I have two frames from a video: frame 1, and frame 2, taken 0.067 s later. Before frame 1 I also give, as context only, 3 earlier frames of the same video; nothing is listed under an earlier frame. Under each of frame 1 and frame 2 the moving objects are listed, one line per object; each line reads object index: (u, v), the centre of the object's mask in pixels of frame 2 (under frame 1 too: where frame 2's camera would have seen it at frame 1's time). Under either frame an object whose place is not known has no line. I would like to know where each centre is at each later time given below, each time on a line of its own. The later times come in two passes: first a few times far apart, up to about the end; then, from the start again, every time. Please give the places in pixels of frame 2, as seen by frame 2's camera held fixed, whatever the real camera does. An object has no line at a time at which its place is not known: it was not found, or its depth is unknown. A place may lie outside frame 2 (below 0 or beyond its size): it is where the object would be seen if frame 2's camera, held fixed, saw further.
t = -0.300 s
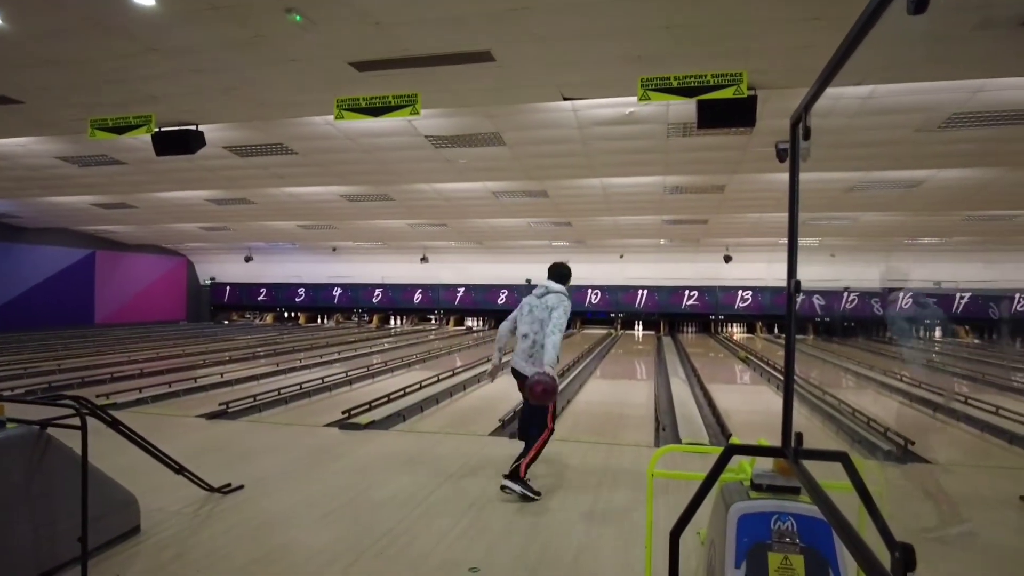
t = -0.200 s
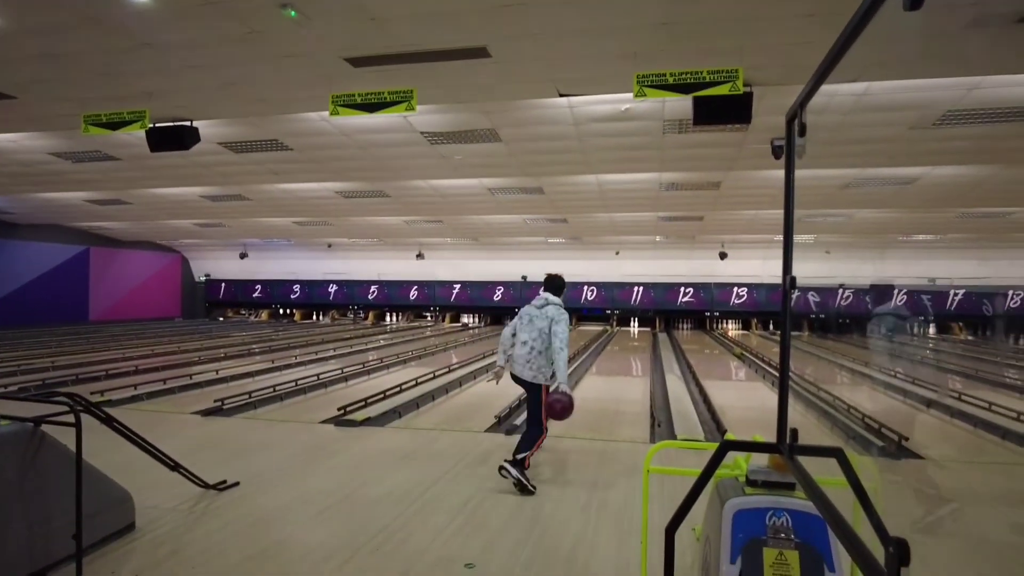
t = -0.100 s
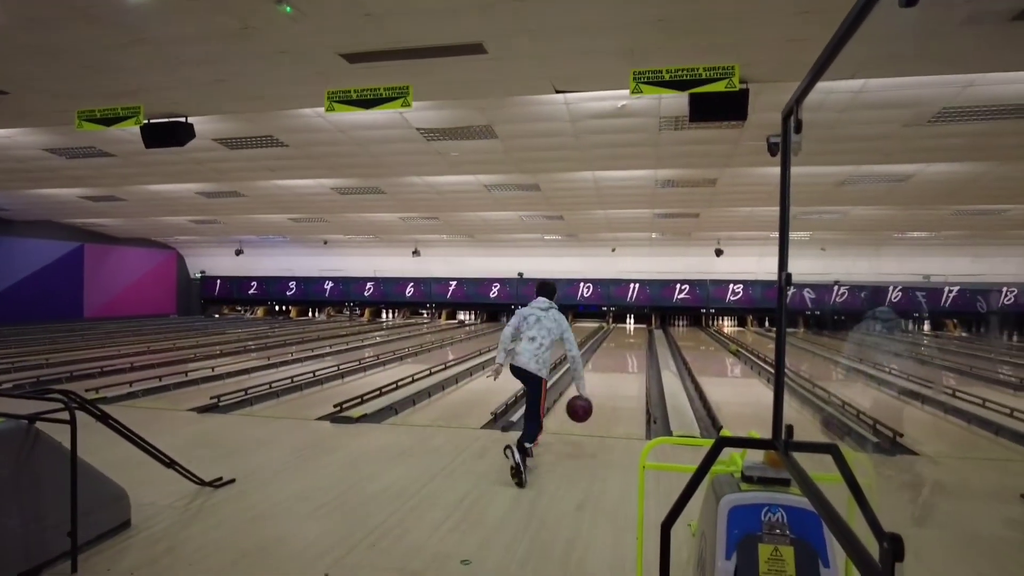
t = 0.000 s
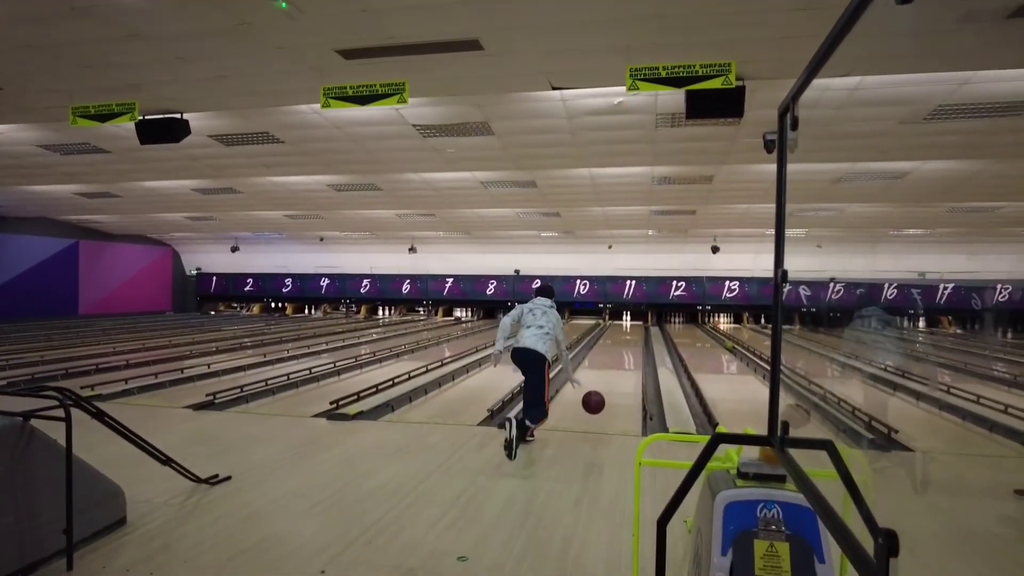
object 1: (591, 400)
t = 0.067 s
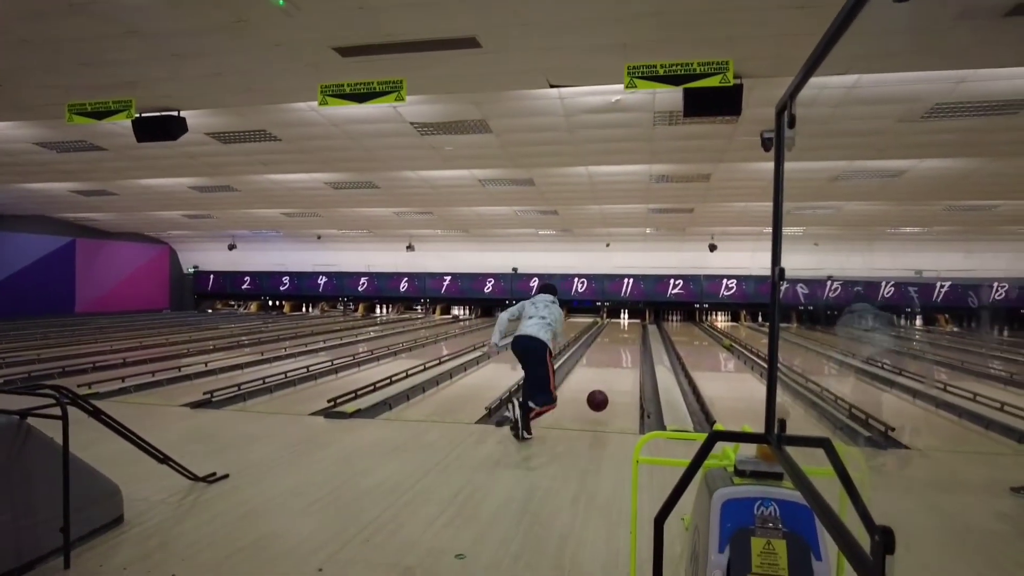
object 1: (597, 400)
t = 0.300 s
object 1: (612, 384)
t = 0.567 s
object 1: (622, 364)
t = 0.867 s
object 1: (629, 349)
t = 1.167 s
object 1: (632, 339)
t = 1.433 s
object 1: (628, 333)
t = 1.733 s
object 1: (624, 327)
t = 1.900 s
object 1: (622, 324)
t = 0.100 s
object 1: (600, 402)
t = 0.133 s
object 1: (602, 402)
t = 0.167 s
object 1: (605, 396)
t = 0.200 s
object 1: (607, 391)
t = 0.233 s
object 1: (609, 388)
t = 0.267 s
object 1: (610, 386)
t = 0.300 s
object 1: (612, 384)
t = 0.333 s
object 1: (614, 381)
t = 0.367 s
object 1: (615, 378)
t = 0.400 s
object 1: (616, 375)
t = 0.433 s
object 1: (618, 373)
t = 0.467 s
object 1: (619, 370)
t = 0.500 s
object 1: (620, 368)
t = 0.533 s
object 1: (621, 366)
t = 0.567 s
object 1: (622, 364)
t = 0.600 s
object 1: (623, 362)
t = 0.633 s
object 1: (624, 360)
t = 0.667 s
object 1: (625, 358)
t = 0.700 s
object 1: (625, 357)
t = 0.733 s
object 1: (626, 355)
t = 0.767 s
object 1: (627, 354)
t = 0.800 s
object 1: (628, 352)
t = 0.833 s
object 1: (628, 351)
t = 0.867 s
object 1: (629, 349)
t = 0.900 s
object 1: (629, 348)
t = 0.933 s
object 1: (630, 347)
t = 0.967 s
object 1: (630, 345)
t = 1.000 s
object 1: (631, 344)
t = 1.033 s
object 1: (631, 343)
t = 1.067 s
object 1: (632, 342)
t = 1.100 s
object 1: (632, 341)
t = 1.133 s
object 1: (632, 340)
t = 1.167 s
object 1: (632, 339)
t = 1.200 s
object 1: (631, 338)
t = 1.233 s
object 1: (631, 337)
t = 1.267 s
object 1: (630, 336)
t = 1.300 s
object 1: (630, 336)
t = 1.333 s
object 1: (629, 335)
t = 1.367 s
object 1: (628, 334)
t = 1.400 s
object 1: (628, 334)
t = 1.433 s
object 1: (628, 333)
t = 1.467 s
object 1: (628, 332)
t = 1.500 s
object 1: (627, 331)
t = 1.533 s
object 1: (627, 331)
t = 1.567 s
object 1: (626, 330)
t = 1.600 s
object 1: (626, 329)
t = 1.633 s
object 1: (625, 329)
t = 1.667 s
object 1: (625, 328)
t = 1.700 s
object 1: (625, 328)
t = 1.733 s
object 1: (624, 327)
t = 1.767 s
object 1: (624, 327)
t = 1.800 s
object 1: (623, 326)
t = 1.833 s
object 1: (623, 326)
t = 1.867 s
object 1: (623, 325)
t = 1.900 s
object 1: (622, 324)
